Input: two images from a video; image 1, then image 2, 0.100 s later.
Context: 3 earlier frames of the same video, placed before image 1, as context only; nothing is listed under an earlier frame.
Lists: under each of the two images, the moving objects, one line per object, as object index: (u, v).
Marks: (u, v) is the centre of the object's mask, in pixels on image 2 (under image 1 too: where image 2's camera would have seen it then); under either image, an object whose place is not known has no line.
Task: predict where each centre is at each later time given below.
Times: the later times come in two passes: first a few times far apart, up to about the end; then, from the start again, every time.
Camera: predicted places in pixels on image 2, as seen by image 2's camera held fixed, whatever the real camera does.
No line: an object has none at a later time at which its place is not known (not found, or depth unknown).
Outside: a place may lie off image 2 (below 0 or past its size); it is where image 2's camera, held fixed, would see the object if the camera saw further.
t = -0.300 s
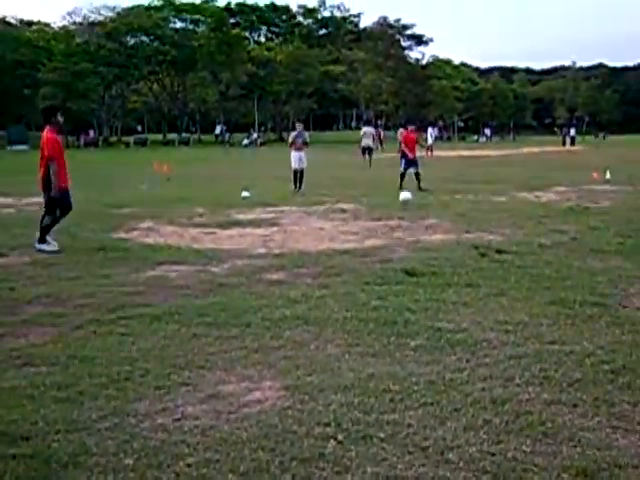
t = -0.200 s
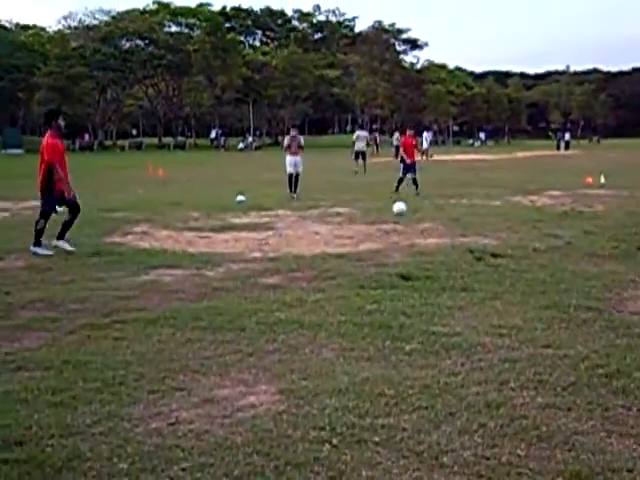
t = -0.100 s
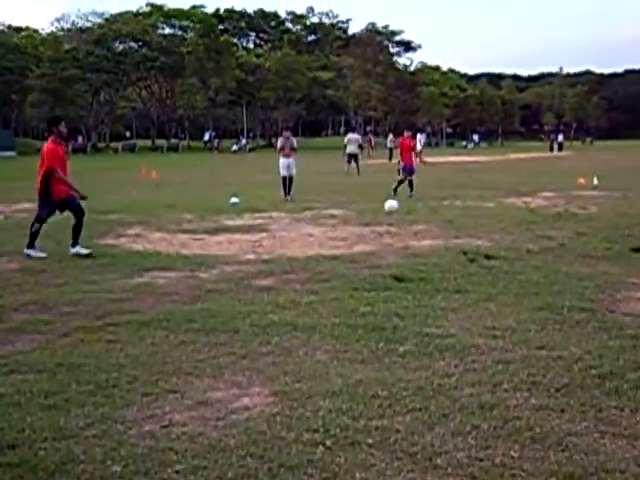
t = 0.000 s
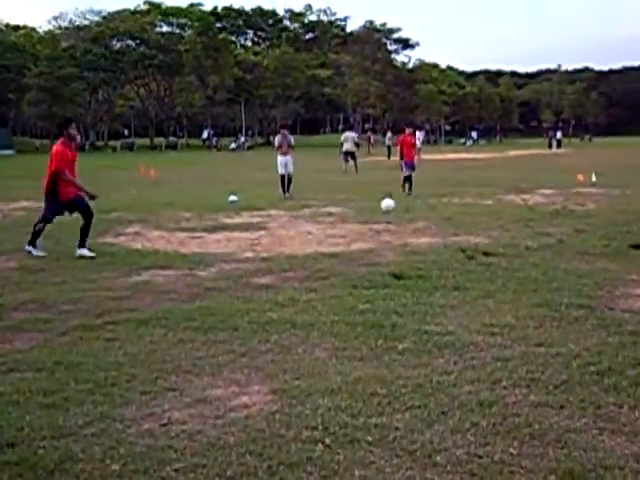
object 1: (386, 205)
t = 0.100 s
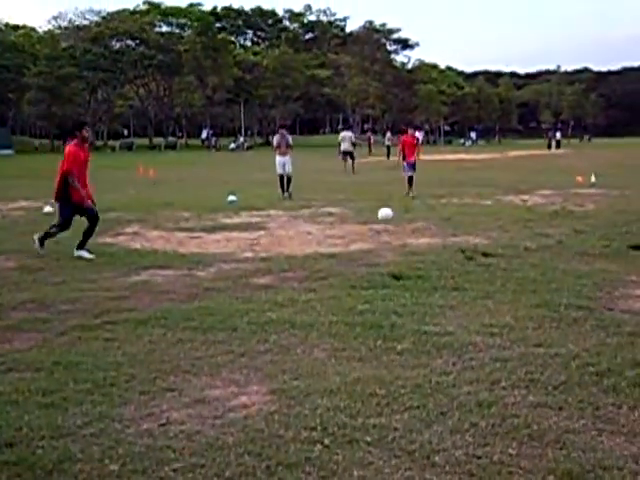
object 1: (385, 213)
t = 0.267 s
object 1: (383, 217)
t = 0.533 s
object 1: (381, 231)
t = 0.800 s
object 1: (378, 241)
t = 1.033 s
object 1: (375, 258)
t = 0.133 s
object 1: (384, 218)
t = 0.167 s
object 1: (384, 219)
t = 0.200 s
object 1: (383, 218)
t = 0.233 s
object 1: (383, 217)
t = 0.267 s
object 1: (383, 217)
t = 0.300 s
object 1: (382, 218)
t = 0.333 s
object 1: (382, 219)
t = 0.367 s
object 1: (382, 222)
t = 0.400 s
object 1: (382, 226)
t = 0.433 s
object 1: (381, 231)
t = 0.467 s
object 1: (382, 231)
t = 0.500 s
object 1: (381, 231)
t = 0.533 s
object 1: (381, 231)
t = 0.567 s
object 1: (380, 232)
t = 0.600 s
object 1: (381, 236)
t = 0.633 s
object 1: (380, 239)
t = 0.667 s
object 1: (380, 240)
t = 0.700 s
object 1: (379, 239)
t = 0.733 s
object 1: (379, 240)
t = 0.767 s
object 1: (378, 240)
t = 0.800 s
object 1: (378, 241)
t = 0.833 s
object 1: (377, 245)
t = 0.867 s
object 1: (377, 249)
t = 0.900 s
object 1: (377, 253)
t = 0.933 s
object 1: (377, 253)
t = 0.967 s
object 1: (376, 255)
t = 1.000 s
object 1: (376, 256)
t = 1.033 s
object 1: (375, 258)
